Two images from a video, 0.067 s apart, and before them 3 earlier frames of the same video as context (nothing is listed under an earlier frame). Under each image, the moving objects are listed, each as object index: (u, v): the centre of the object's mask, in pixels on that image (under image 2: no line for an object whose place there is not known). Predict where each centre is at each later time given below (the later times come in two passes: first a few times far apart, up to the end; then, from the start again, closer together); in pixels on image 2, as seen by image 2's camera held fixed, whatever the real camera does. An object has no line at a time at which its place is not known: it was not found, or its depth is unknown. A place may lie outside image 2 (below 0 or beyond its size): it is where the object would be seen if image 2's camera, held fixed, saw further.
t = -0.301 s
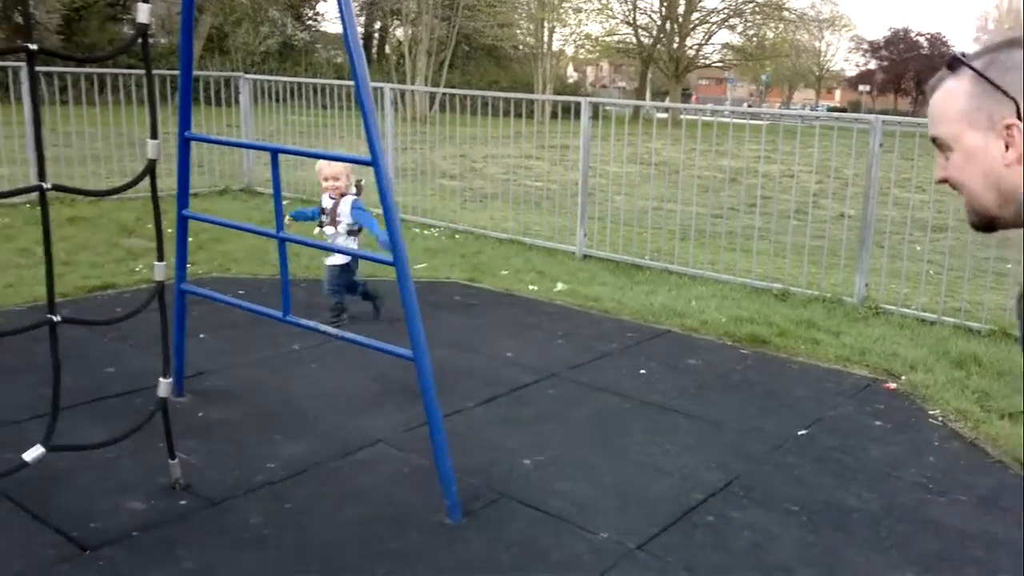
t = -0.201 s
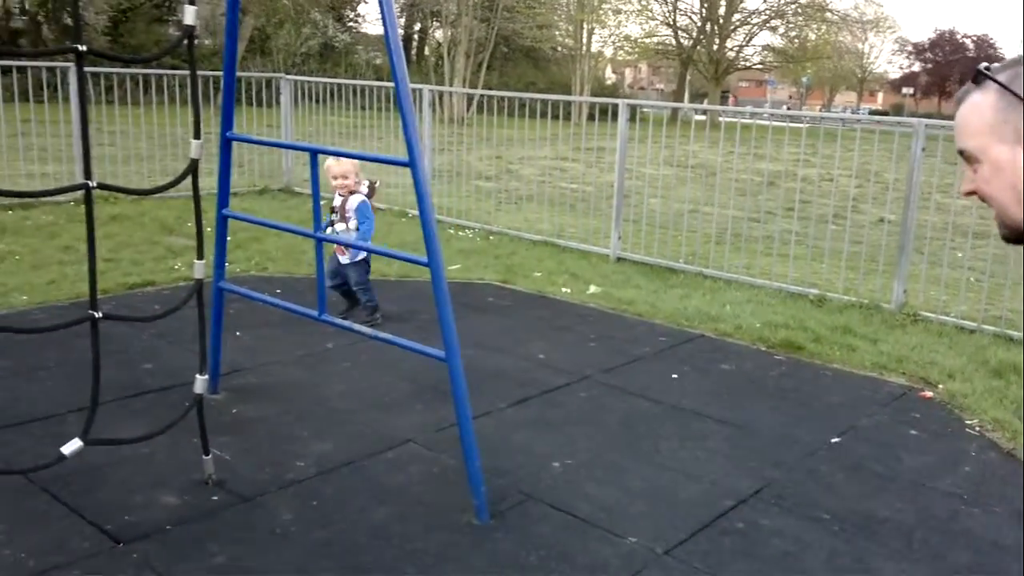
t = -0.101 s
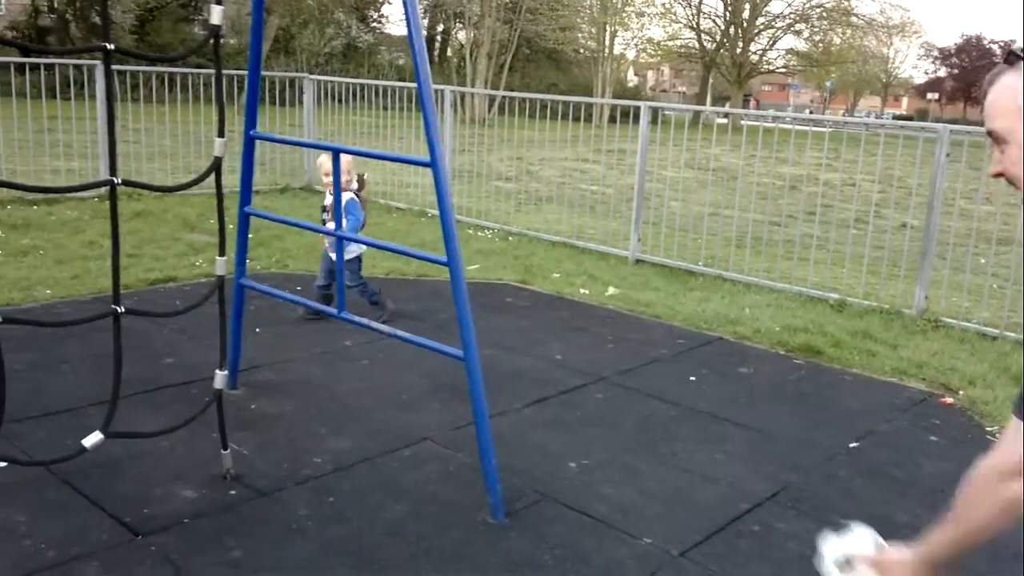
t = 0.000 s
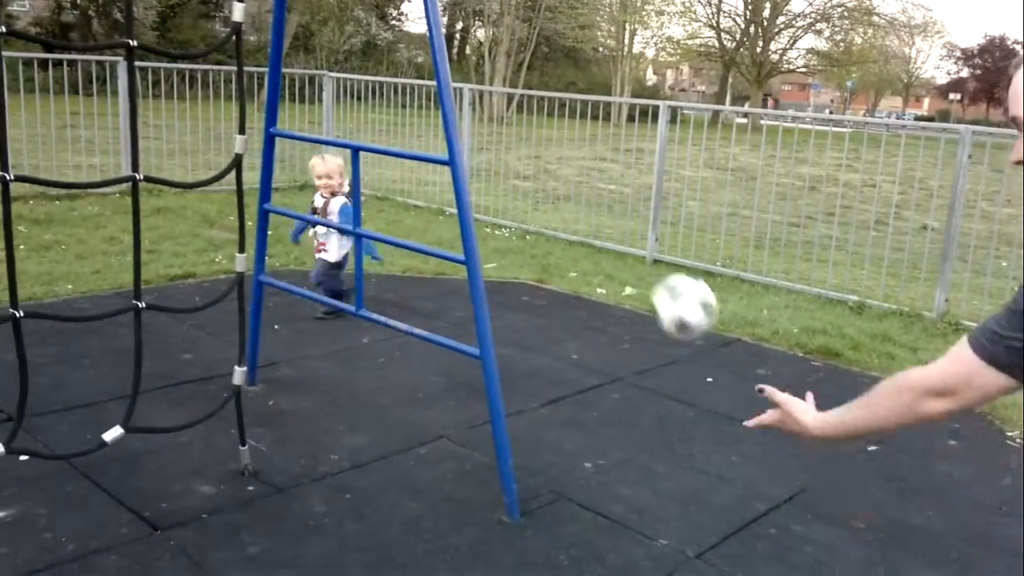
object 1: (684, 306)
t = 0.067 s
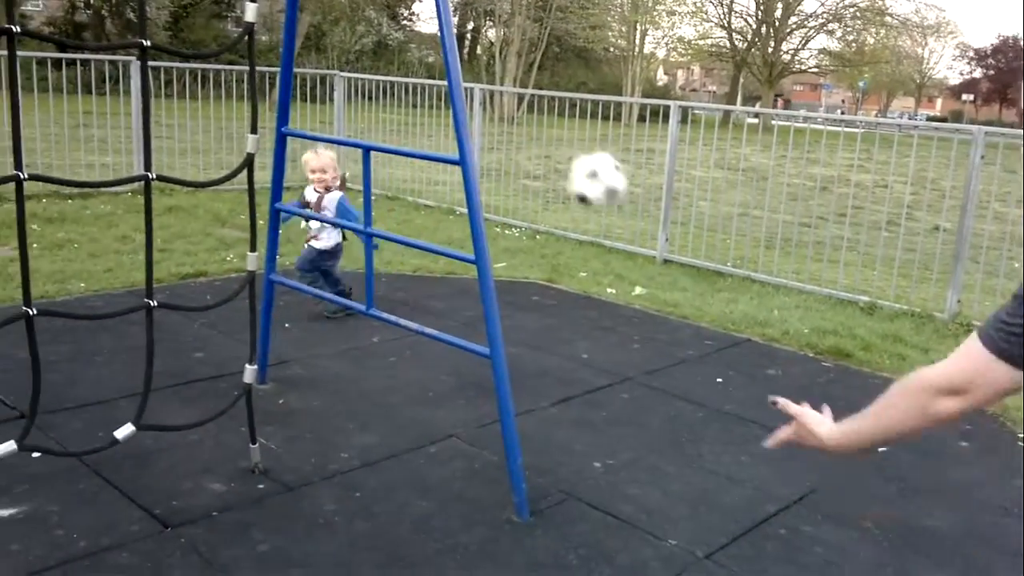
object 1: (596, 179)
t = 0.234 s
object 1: (412, 11)
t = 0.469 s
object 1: (234, 0)
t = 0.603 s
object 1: (126, 67)
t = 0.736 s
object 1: (31, 198)
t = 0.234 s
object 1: (412, 11)
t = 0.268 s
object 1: (384, 3)
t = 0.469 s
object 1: (234, 0)
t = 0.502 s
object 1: (211, 7)
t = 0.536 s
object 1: (185, 22)
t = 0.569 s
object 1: (163, 41)
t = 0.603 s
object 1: (126, 67)
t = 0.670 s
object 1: (78, 126)
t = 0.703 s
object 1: (53, 158)
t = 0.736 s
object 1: (31, 198)
